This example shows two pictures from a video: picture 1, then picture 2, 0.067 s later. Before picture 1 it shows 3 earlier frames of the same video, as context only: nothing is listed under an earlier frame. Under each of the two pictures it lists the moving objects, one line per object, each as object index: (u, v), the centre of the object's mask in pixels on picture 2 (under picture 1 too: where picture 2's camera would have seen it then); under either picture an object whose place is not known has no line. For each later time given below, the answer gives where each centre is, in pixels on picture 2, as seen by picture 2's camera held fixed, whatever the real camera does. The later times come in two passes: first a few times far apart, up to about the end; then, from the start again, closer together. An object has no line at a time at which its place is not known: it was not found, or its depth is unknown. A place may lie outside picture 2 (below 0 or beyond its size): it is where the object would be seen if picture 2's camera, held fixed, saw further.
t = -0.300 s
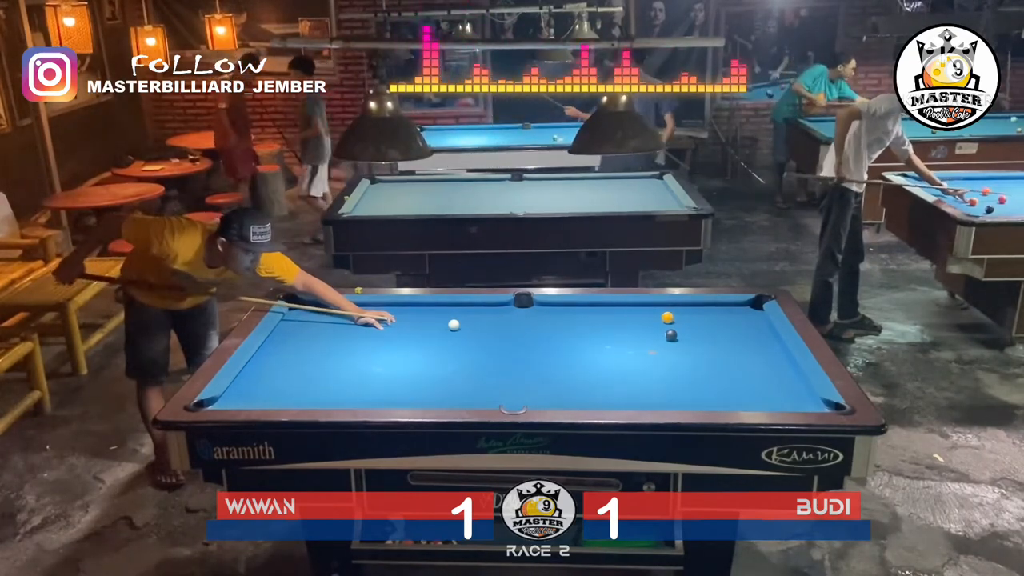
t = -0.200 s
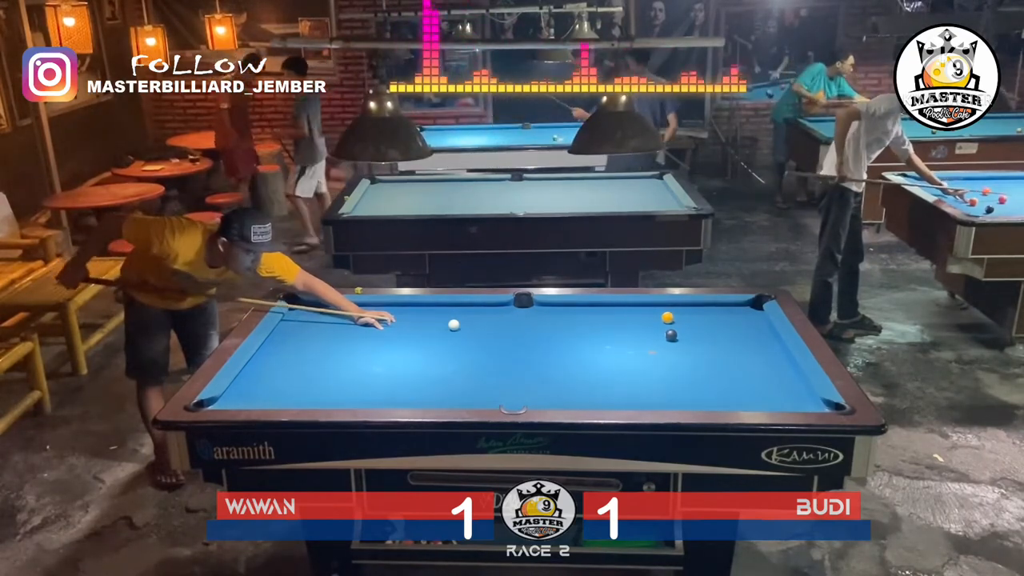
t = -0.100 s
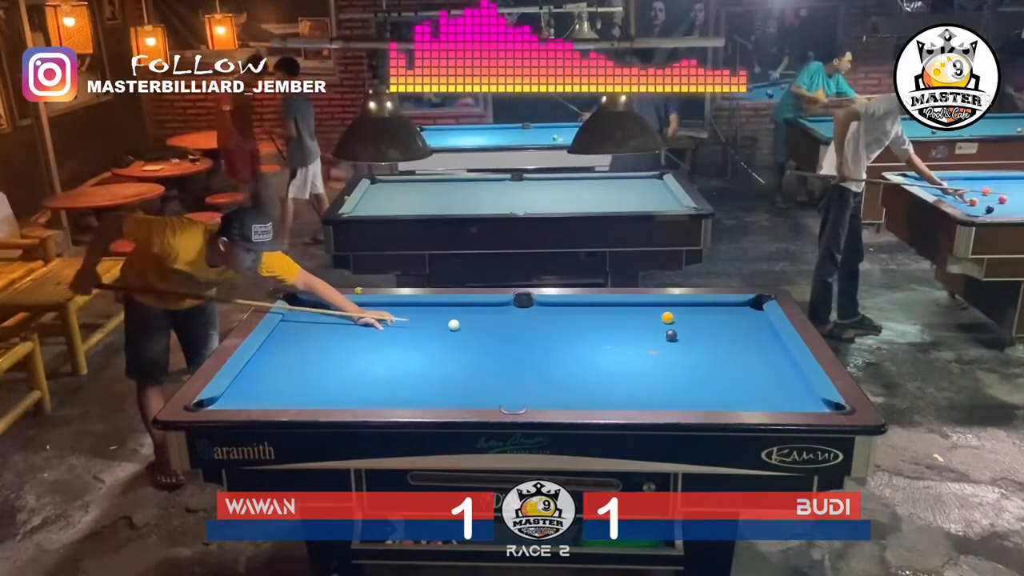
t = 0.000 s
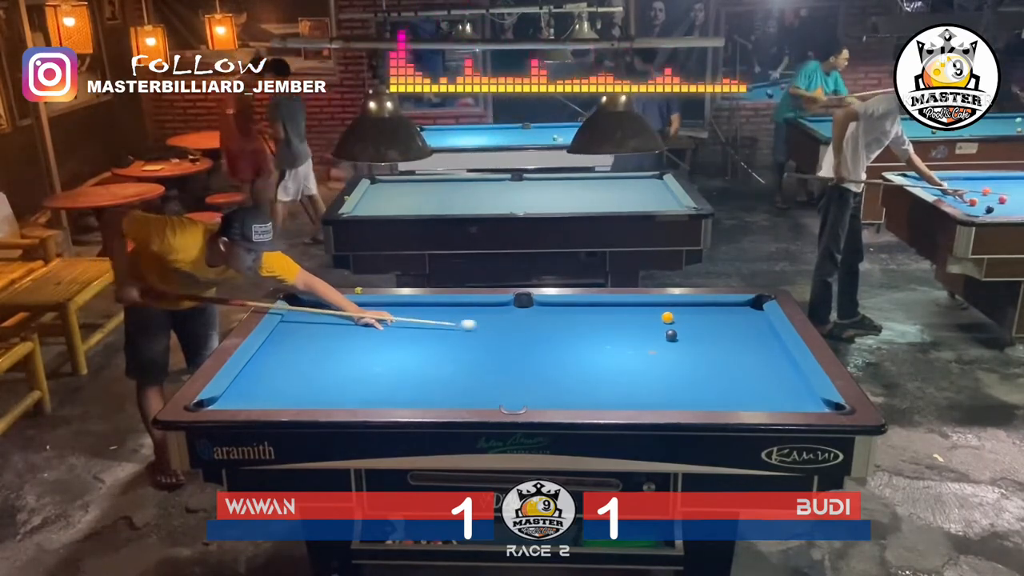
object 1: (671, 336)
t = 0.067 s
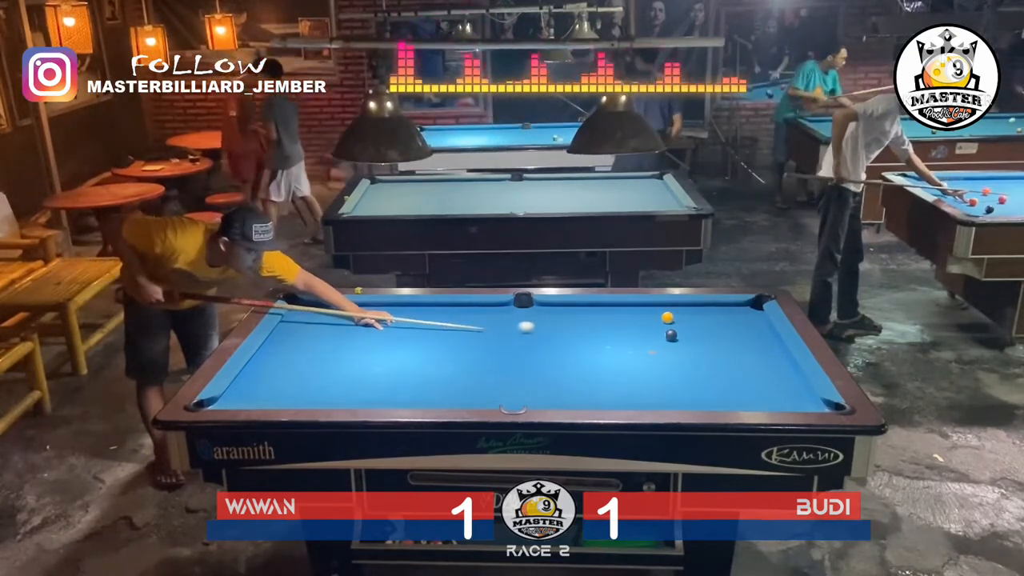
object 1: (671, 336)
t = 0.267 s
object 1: (692, 339)
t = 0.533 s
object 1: (762, 360)
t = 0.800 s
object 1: (695, 372)
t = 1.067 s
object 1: (630, 385)
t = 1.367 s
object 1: (558, 397)
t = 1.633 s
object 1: (505, 398)
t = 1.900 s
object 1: (460, 392)
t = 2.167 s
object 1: (420, 388)
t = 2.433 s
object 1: (385, 384)
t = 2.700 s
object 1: (355, 380)
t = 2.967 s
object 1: (329, 377)
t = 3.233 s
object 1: (307, 374)
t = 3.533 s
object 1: (288, 372)
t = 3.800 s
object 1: (275, 371)
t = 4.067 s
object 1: (265, 370)
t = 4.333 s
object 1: (260, 369)
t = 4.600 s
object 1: (259, 368)
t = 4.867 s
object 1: (260, 368)
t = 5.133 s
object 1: (260, 368)
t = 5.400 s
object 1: (260, 368)
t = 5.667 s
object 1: (260, 369)
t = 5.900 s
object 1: (260, 368)
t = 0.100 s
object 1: (671, 336)
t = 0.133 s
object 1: (671, 335)
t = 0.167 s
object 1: (671, 336)
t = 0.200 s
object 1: (671, 336)
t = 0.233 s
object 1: (671, 336)
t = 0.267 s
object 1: (692, 339)
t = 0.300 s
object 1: (710, 343)
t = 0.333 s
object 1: (729, 345)
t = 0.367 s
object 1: (747, 350)
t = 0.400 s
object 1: (764, 352)
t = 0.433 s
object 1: (780, 355)
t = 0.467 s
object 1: (781, 356)
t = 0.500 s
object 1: (771, 358)
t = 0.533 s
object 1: (762, 360)
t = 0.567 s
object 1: (753, 361)
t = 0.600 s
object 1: (745, 363)
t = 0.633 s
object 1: (736, 364)
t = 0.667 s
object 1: (728, 366)
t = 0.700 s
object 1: (720, 367)
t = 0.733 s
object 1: (712, 370)
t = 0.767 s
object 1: (704, 371)
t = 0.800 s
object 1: (695, 372)
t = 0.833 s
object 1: (688, 374)
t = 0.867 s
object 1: (679, 375)
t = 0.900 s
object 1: (671, 377)
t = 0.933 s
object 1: (663, 379)
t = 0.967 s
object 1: (655, 380)
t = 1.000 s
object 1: (647, 382)
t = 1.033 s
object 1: (639, 383)
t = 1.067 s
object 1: (630, 385)
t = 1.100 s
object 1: (623, 387)
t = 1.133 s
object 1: (615, 388)
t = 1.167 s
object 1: (606, 390)
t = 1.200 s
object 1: (598, 392)
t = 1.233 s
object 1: (590, 393)
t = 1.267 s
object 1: (582, 394)
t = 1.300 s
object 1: (574, 395)
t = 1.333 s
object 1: (567, 396)
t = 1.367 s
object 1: (558, 397)
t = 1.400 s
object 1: (550, 398)
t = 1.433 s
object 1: (543, 398)
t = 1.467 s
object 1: (536, 398)
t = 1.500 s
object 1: (530, 398)
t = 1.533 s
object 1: (524, 399)
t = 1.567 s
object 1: (518, 400)
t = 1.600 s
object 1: (512, 399)
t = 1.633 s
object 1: (505, 398)
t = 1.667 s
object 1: (500, 397)
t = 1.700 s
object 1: (494, 395)
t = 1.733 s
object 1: (488, 394)
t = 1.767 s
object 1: (482, 394)
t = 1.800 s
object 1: (477, 393)
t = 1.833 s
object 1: (471, 393)
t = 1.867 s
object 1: (466, 393)
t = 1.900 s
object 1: (460, 392)
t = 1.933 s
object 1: (455, 392)
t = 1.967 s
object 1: (450, 391)
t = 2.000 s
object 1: (445, 391)
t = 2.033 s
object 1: (440, 390)
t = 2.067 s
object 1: (435, 389)
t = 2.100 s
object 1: (430, 389)
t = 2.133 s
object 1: (425, 388)
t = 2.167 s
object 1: (420, 388)
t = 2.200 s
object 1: (416, 387)
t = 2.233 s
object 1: (411, 386)
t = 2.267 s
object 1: (406, 386)
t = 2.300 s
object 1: (402, 385)
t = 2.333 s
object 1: (398, 385)
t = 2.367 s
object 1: (394, 384)
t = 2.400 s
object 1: (389, 384)
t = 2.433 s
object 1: (385, 384)
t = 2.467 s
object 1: (381, 383)
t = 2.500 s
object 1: (377, 383)
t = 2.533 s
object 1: (373, 382)
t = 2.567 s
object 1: (369, 382)
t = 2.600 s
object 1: (366, 381)
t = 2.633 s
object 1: (362, 381)
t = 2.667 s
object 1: (359, 380)
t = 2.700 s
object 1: (355, 380)
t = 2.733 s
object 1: (351, 380)
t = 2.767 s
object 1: (348, 379)
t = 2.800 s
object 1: (344, 379)
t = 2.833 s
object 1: (341, 378)
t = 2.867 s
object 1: (338, 378)
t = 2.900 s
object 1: (335, 378)
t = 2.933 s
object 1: (332, 377)
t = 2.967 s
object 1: (329, 377)
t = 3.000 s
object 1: (326, 377)
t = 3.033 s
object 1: (323, 377)
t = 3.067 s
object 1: (321, 376)
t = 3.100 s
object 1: (318, 375)
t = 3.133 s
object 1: (315, 375)
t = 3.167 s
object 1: (313, 375)
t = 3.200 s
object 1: (310, 374)
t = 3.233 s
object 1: (307, 374)
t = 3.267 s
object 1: (305, 374)
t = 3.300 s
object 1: (303, 374)
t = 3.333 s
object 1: (300, 374)
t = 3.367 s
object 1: (298, 373)
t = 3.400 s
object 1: (296, 373)
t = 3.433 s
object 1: (294, 373)
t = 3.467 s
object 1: (292, 372)
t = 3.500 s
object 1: (290, 372)
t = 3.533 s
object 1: (288, 372)
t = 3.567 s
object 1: (286, 372)
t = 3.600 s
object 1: (284, 372)
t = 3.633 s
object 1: (283, 372)
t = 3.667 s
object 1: (281, 372)
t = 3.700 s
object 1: (279, 371)
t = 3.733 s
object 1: (278, 371)
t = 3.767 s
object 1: (276, 371)
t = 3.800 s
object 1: (275, 371)
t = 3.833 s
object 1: (273, 371)
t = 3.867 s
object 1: (272, 371)
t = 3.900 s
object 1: (271, 371)
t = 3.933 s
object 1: (270, 370)
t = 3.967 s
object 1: (269, 370)
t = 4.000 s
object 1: (267, 370)
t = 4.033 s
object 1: (266, 370)
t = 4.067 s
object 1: (265, 370)
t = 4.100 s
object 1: (264, 370)
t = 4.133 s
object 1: (264, 370)
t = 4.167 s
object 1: (263, 370)
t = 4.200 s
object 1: (262, 370)
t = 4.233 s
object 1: (262, 369)
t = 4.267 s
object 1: (261, 369)
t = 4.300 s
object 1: (261, 369)
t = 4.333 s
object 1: (260, 369)
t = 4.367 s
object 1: (260, 369)
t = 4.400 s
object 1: (260, 369)
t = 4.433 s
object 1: (260, 369)
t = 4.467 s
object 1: (259, 369)
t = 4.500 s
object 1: (259, 369)
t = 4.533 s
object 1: (259, 369)
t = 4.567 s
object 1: (259, 368)
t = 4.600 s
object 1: (259, 368)
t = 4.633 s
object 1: (259, 368)
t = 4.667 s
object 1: (259, 368)
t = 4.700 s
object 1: (259, 368)
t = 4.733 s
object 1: (260, 368)
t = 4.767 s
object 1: (260, 368)
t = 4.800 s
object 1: (260, 368)
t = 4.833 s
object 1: (260, 368)
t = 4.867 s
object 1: (260, 368)
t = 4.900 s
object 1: (260, 368)
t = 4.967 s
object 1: (260, 368)
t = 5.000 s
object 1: (260, 368)
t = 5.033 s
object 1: (260, 368)
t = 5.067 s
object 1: (260, 368)
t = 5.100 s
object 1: (260, 368)
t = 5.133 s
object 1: (260, 368)
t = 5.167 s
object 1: (260, 368)
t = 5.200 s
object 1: (260, 369)
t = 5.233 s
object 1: (260, 368)
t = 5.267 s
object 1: (260, 368)
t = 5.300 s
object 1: (260, 368)
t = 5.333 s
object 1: (260, 368)
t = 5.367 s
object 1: (260, 368)
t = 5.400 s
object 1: (260, 368)
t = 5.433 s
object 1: (260, 368)
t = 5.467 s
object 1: (260, 368)
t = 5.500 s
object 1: (260, 368)
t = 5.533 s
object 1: (260, 368)
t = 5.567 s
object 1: (260, 368)
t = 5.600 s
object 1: (260, 368)
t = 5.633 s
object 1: (260, 369)
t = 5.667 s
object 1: (260, 369)
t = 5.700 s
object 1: (260, 369)
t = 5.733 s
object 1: (260, 369)
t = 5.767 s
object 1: (260, 369)
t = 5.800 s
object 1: (260, 369)
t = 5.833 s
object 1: (260, 369)
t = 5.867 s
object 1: (260, 369)
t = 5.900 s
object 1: (260, 368)
